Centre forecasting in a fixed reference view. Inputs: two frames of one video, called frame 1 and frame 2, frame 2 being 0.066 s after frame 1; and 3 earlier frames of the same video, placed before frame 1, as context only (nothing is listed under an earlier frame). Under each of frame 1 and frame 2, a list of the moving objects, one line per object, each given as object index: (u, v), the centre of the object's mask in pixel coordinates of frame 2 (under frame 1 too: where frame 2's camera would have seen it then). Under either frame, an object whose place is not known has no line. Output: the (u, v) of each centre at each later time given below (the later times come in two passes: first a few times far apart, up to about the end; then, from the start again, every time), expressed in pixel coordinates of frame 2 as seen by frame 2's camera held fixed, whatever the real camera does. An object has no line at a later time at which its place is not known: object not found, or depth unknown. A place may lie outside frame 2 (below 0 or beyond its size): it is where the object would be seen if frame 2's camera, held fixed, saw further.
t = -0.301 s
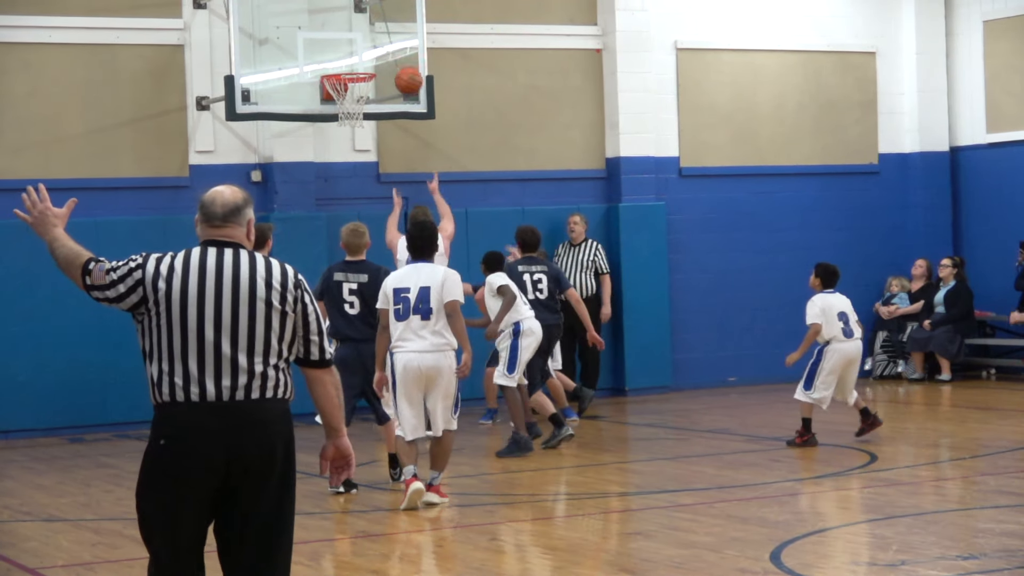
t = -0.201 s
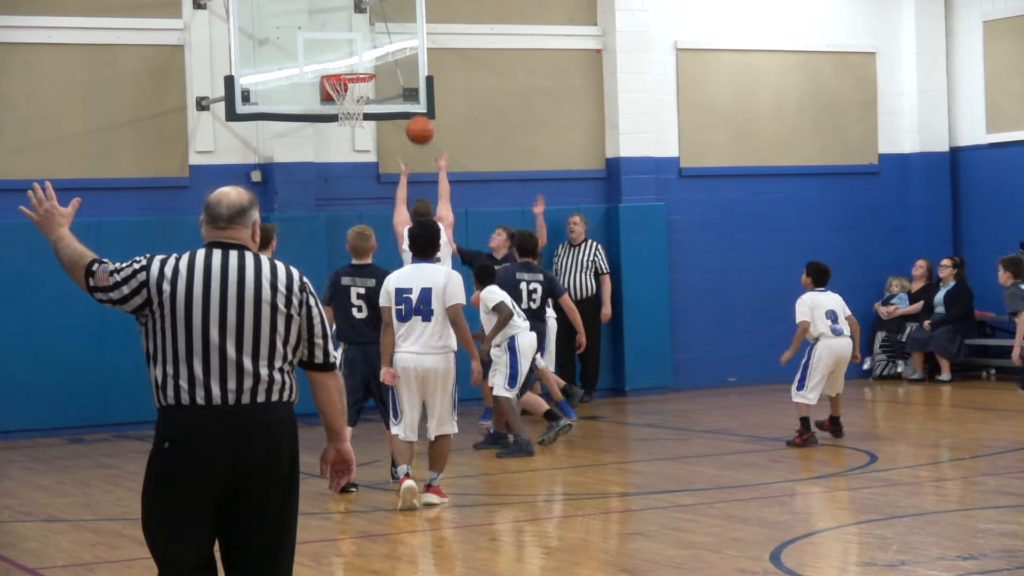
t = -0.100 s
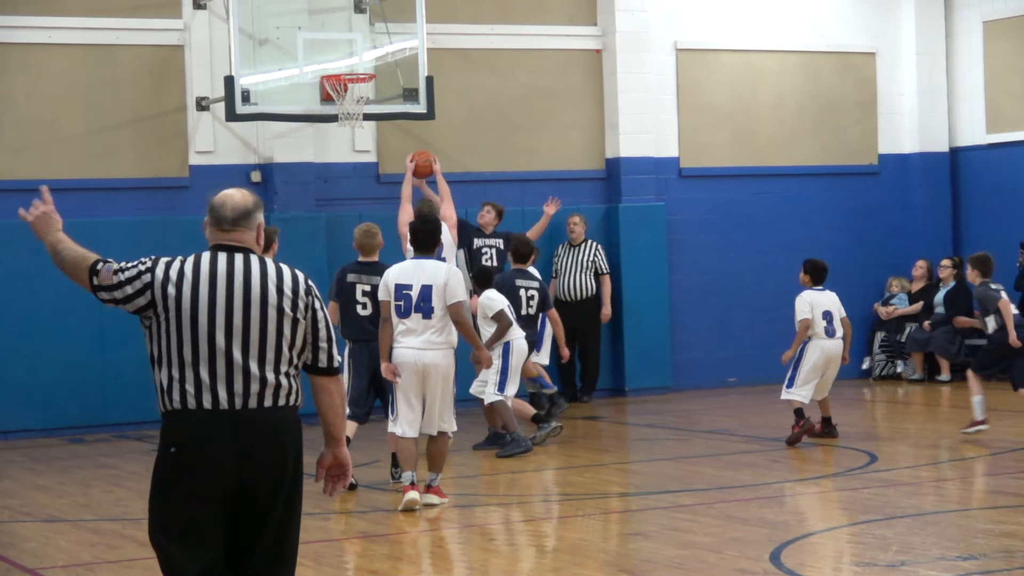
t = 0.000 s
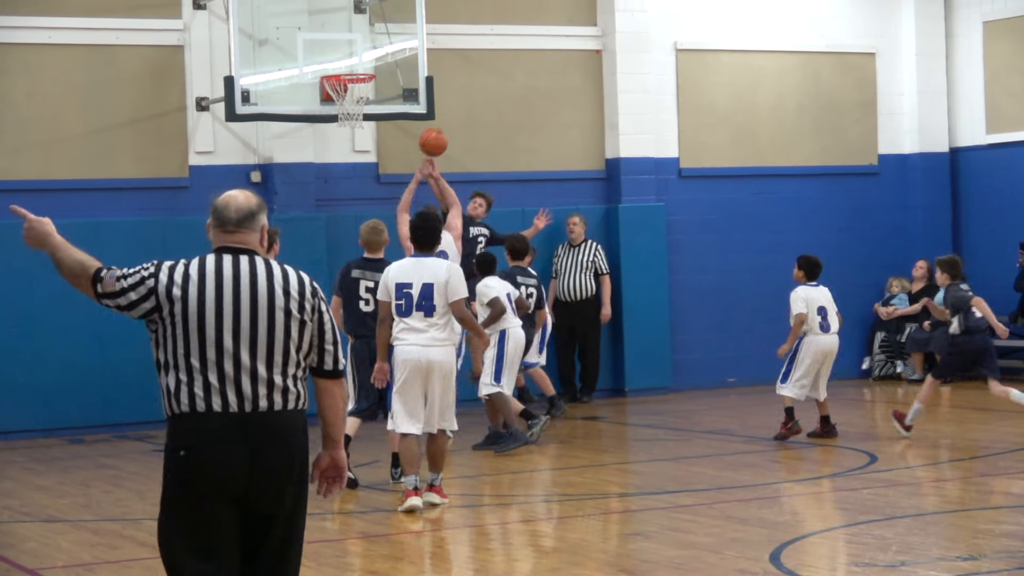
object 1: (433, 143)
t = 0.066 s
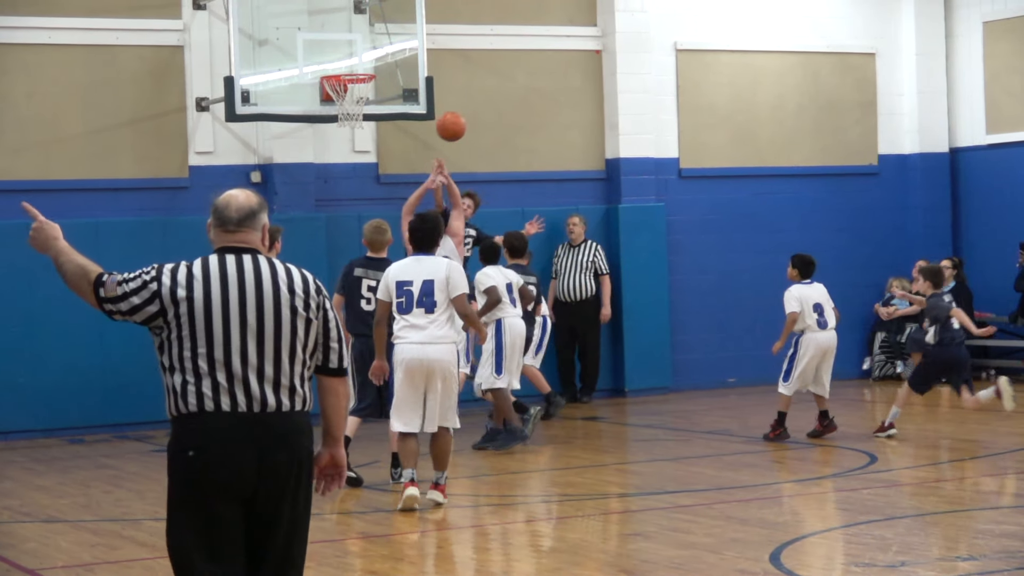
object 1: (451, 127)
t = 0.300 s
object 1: (521, 112)
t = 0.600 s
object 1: (630, 202)
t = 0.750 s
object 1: (693, 306)
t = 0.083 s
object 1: (455, 124)
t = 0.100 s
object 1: (460, 121)
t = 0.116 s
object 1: (465, 118)
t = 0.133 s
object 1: (470, 116)
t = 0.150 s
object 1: (474, 114)
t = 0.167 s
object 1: (479, 112)
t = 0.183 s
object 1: (484, 111)
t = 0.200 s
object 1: (489, 110)
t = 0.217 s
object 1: (495, 109)
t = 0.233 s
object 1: (500, 109)
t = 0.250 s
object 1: (505, 109)
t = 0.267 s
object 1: (510, 110)
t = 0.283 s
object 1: (515, 110)
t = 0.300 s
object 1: (521, 112)
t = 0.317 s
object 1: (526, 113)
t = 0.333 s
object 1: (532, 115)
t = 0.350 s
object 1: (537, 118)
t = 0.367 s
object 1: (543, 120)
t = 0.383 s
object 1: (549, 123)
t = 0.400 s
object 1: (555, 126)
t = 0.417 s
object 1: (561, 130)
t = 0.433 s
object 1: (567, 135)
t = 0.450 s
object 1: (573, 139)
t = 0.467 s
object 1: (579, 144)
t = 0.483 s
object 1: (585, 150)
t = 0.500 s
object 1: (591, 156)
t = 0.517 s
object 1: (597, 163)
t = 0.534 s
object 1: (604, 170)
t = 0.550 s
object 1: (611, 177)
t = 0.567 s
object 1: (617, 185)
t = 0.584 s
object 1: (623, 193)
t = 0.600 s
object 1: (630, 202)
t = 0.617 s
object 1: (637, 212)
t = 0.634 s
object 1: (644, 221)
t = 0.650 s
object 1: (651, 232)
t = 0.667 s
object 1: (658, 243)
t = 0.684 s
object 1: (665, 255)
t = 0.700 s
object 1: (672, 267)
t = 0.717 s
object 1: (679, 280)
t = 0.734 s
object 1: (686, 293)
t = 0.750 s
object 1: (693, 306)
